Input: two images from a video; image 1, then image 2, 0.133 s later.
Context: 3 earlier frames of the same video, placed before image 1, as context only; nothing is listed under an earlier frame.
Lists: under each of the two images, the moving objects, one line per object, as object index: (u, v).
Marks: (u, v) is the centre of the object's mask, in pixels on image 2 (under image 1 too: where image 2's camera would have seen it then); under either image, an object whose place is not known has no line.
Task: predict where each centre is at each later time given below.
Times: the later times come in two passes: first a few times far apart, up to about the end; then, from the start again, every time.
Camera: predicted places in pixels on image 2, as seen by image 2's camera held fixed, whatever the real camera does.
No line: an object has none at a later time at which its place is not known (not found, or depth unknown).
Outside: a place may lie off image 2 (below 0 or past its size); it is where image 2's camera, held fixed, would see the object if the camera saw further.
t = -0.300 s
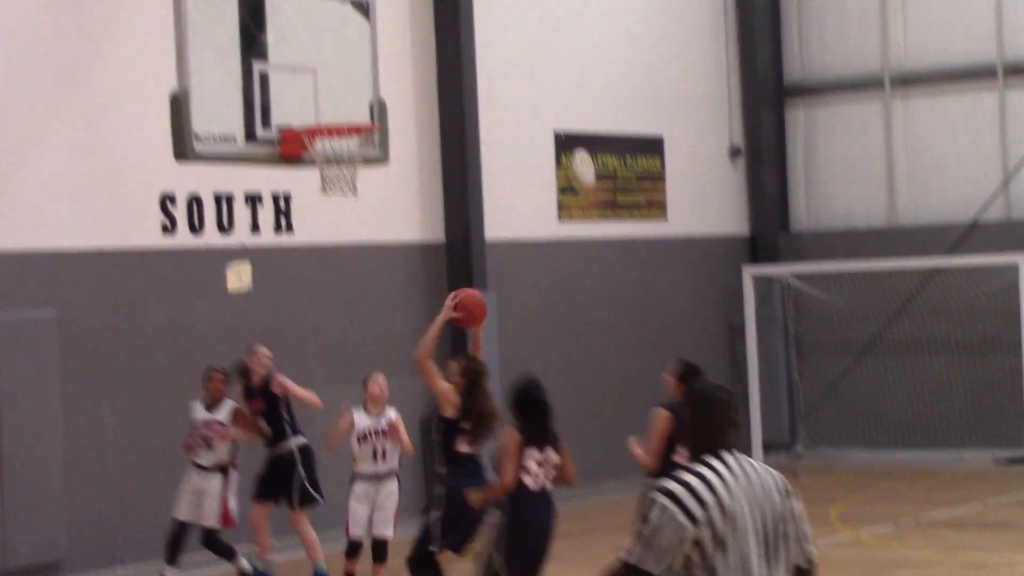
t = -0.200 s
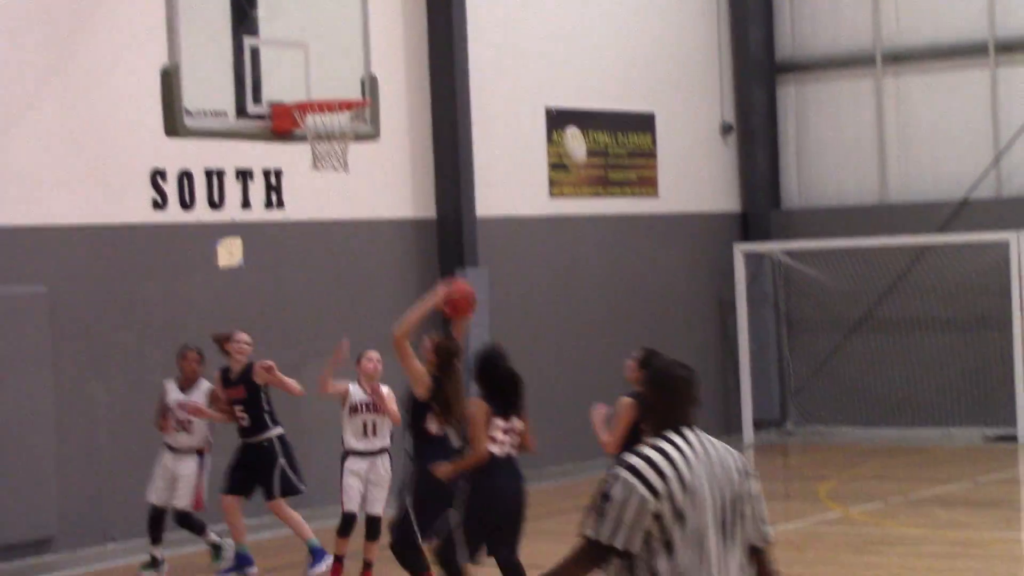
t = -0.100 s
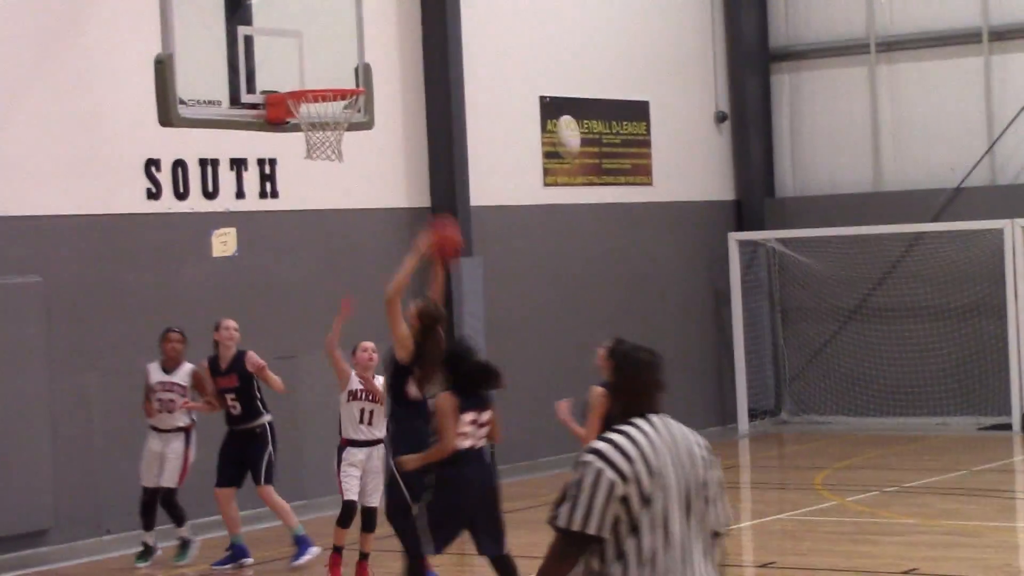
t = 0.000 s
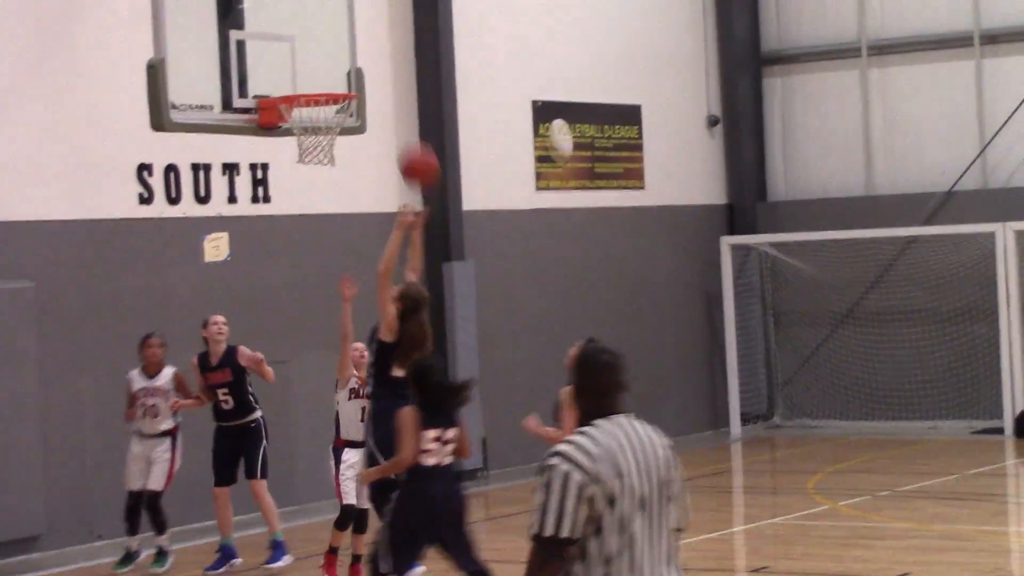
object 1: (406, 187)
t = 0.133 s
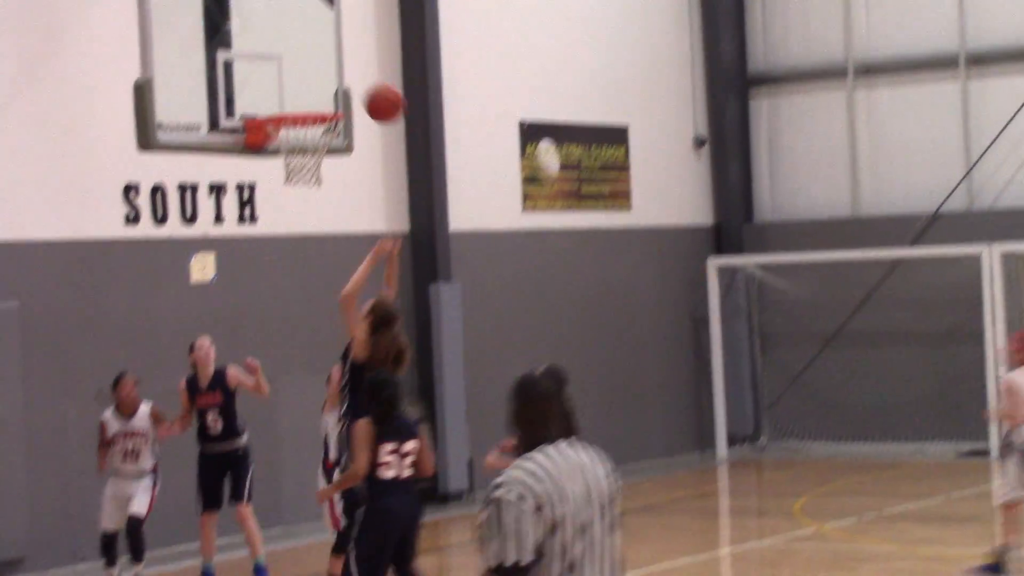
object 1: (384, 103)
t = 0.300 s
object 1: (359, 40)
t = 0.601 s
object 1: (320, 43)
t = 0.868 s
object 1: (295, 162)
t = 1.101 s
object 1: (294, 255)
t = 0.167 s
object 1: (378, 87)
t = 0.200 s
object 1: (374, 72)
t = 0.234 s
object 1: (368, 60)
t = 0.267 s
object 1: (364, 49)
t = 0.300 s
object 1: (359, 40)
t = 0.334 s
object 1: (354, 33)
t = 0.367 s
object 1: (349, 28)
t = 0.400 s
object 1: (345, 25)
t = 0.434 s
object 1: (340, 24)
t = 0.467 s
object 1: (336, 24)
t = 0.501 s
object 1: (332, 27)
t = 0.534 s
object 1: (328, 30)
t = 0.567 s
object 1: (324, 36)
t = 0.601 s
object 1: (320, 43)
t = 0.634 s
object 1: (316, 53)
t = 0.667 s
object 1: (313, 64)
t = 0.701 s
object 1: (309, 77)
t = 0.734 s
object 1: (306, 91)
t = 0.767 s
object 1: (302, 102)
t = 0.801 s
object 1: (300, 124)
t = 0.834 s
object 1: (298, 144)
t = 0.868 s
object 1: (295, 162)
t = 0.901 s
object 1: (293, 169)
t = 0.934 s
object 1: (294, 180)
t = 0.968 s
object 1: (294, 190)
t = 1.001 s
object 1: (294, 203)
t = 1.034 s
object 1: (294, 216)
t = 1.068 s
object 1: (295, 235)
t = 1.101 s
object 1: (294, 255)
